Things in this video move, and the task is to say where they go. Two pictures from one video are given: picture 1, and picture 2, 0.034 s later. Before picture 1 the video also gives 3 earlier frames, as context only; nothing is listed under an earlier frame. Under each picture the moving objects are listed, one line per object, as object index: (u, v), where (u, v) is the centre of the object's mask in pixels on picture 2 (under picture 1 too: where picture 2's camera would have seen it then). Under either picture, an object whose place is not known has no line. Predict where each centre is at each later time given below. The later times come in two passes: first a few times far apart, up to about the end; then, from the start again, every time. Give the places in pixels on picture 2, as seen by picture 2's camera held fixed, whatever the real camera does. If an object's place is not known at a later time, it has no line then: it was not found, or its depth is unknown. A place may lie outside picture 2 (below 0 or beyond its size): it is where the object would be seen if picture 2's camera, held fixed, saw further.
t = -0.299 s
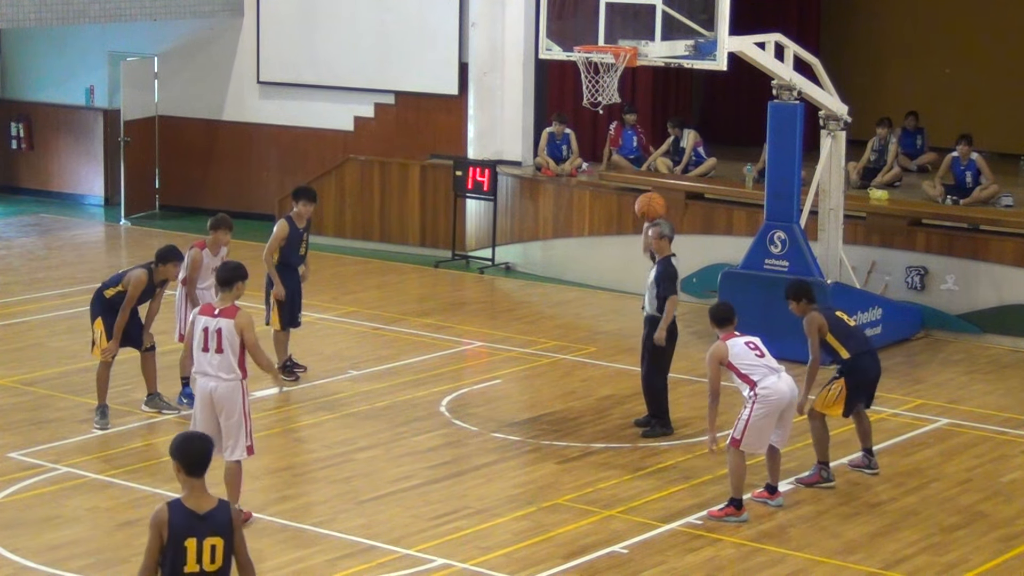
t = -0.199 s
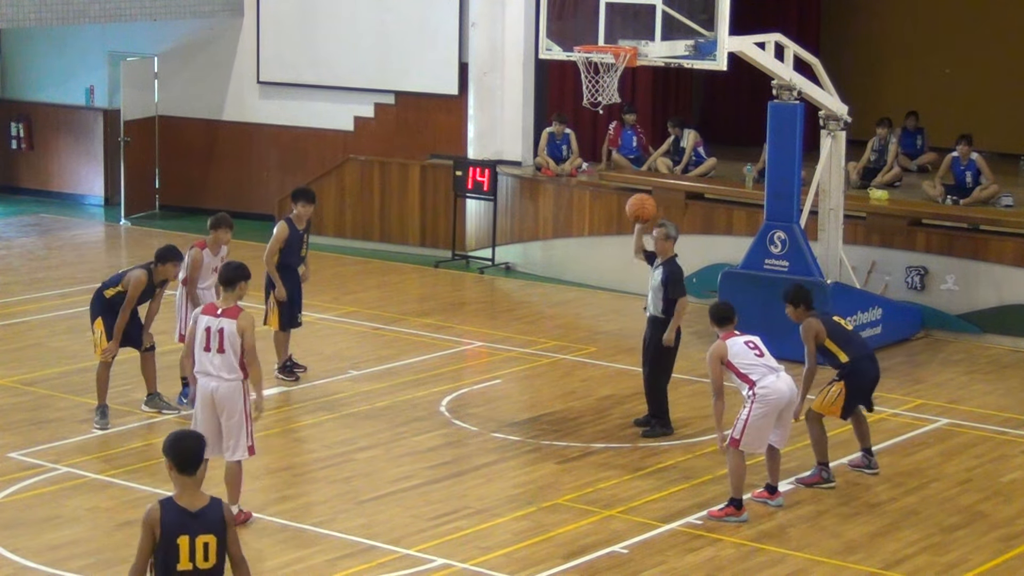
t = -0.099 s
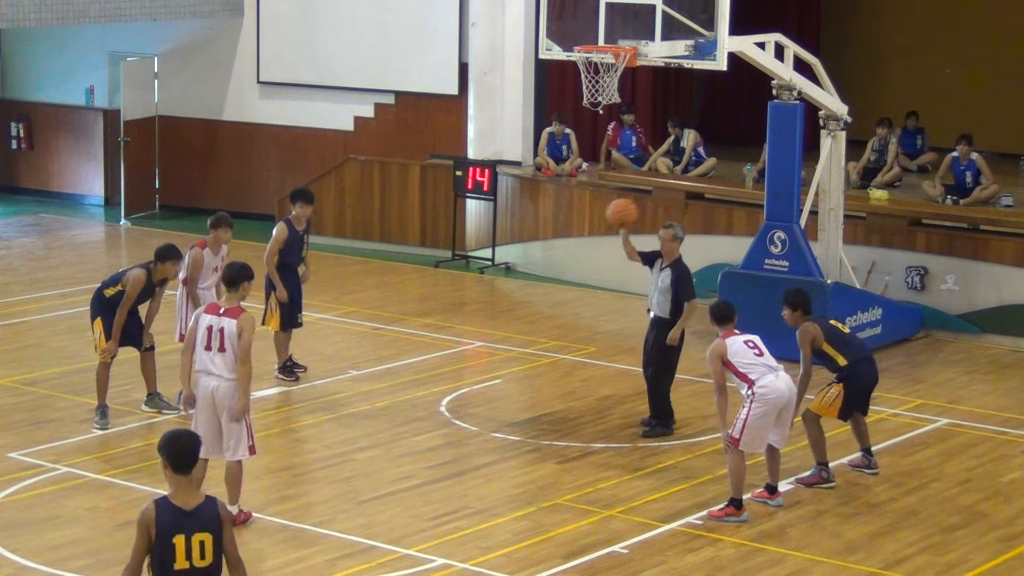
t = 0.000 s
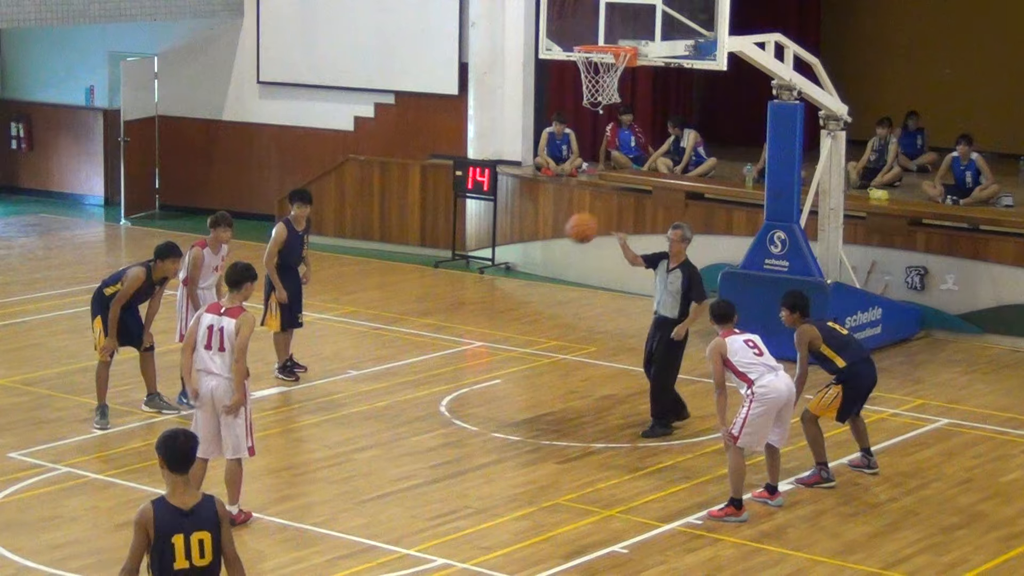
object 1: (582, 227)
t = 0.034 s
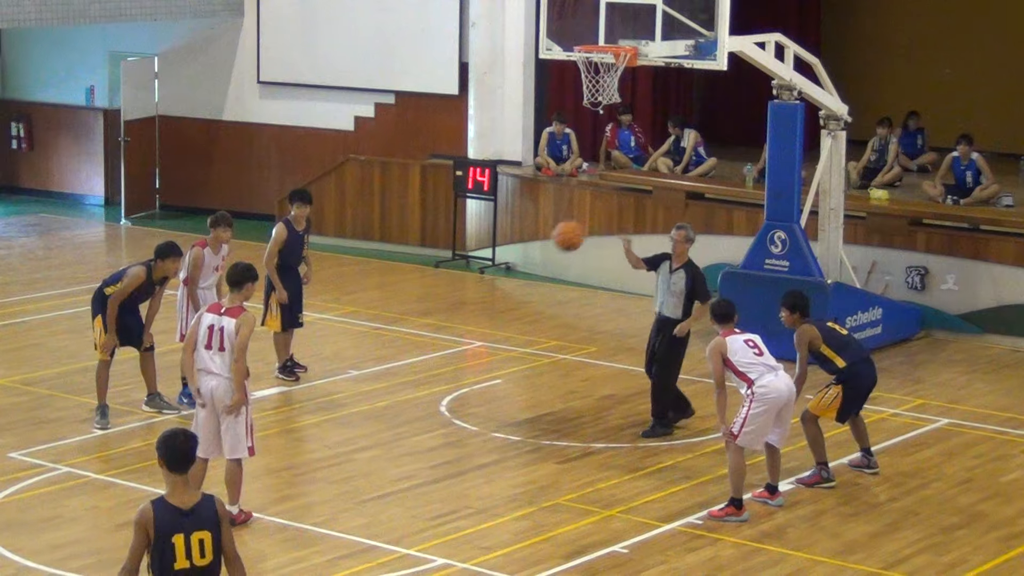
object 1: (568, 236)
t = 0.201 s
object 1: (496, 298)
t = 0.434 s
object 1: (390, 450)
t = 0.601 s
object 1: (343, 401)
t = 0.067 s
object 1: (554, 245)
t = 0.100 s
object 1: (540, 256)
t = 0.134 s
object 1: (525, 270)
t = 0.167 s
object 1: (510, 282)
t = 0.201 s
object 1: (496, 298)
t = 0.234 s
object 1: (481, 316)
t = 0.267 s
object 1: (467, 335)
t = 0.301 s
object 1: (451, 354)
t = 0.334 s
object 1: (436, 376)
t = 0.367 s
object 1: (420, 399)
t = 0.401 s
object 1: (405, 424)
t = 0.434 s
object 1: (390, 450)
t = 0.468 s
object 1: (377, 464)
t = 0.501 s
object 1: (368, 446)
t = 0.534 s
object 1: (360, 431)
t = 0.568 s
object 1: (352, 416)
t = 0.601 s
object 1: (343, 401)
